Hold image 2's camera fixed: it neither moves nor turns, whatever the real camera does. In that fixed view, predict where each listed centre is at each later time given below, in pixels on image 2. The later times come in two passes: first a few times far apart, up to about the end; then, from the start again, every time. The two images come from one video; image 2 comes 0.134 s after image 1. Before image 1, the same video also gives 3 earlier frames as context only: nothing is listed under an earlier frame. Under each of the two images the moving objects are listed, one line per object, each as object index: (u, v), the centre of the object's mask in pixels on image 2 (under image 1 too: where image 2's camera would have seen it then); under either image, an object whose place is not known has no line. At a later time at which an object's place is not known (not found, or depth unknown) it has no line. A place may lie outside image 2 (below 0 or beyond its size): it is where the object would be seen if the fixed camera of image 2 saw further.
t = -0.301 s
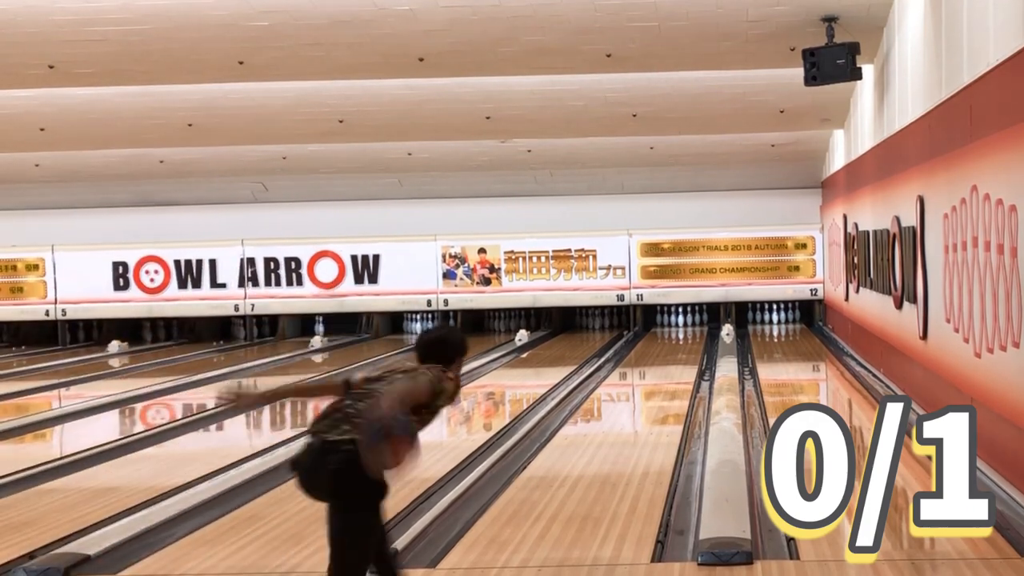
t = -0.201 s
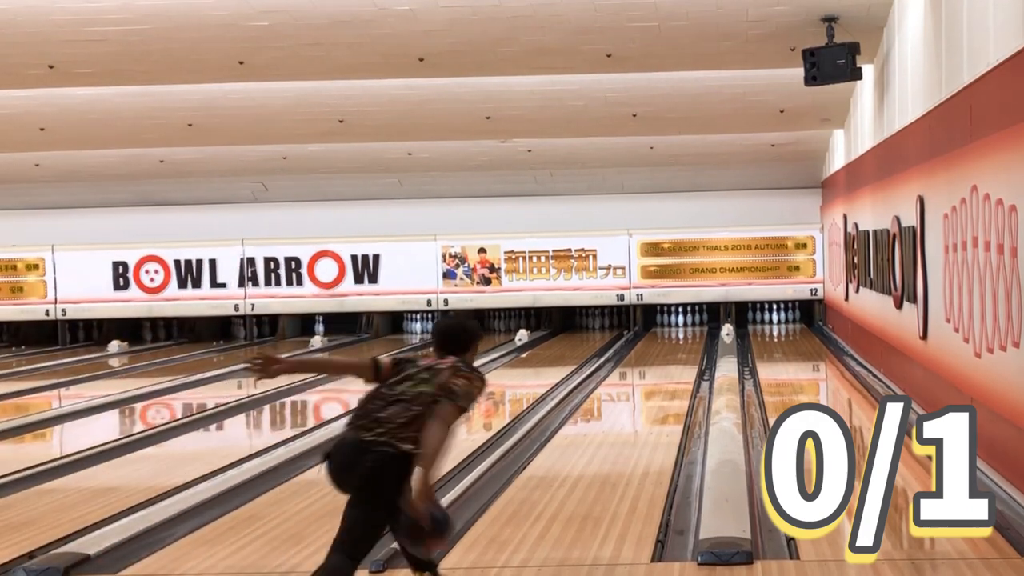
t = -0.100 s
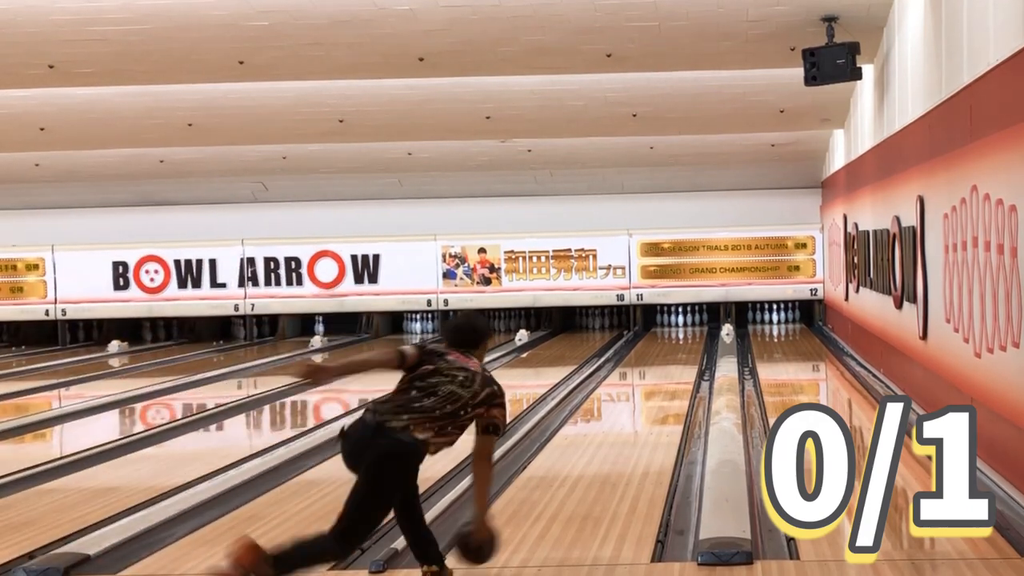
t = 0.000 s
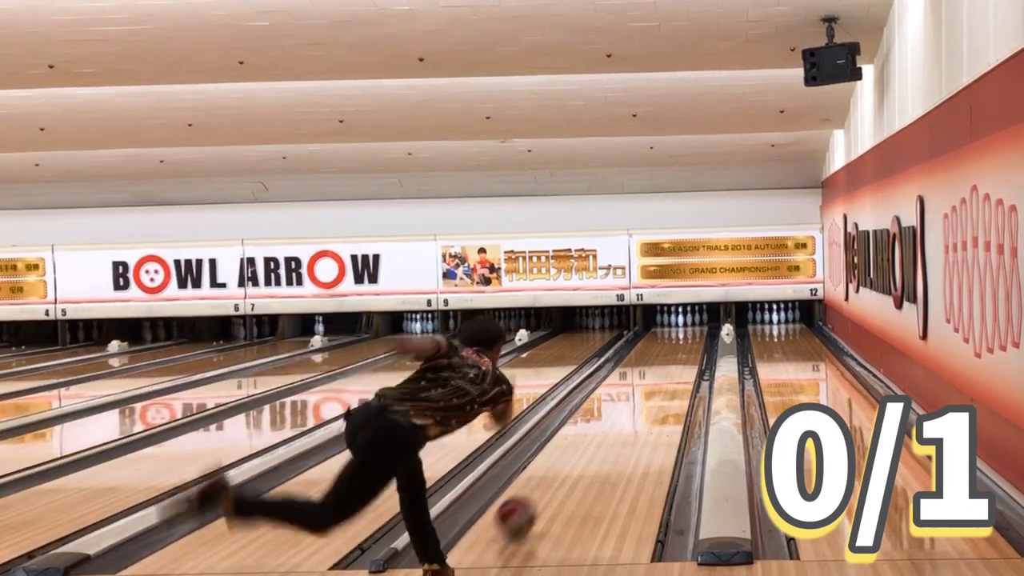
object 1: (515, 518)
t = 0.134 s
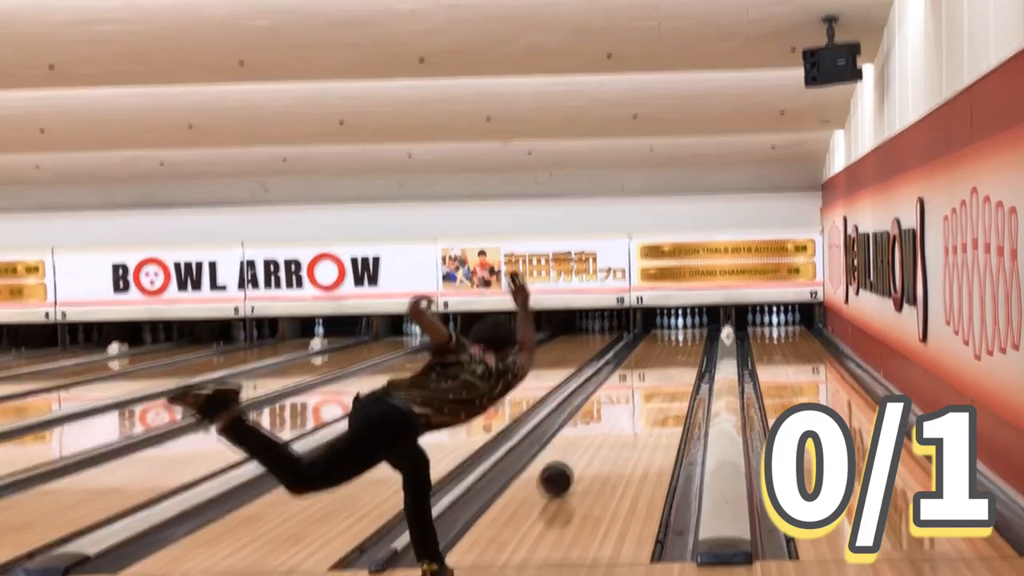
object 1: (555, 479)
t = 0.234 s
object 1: (579, 456)
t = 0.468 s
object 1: (618, 417)
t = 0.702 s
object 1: (645, 390)
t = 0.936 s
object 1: (664, 371)
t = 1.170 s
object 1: (678, 358)
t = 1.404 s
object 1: (689, 345)
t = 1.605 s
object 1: (696, 337)
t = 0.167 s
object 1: (564, 470)
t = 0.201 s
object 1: (572, 463)
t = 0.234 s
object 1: (579, 456)
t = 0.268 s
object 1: (586, 450)
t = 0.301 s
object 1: (592, 443)
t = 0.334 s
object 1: (598, 437)
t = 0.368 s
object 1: (603, 432)
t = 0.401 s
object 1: (608, 427)
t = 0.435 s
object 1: (614, 422)
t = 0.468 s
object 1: (618, 417)
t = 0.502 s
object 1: (622, 413)
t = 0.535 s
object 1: (627, 408)
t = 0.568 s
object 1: (631, 404)
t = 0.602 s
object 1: (634, 401)
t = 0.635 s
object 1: (638, 397)
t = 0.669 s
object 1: (641, 393)
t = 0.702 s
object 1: (645, 390)
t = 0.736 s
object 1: (648, 387)
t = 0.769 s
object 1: (651, 384)
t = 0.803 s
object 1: (654, 381)
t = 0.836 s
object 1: (656, 379)
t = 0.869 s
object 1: (659, 376)
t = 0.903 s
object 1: (661, 373)
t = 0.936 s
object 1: (664, 371)
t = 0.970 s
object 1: (666, 369)
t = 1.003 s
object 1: (669, 367)
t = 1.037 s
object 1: (671, 365)
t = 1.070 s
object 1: (672, 363)
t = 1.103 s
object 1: (674, 361)
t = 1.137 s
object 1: (676, 359)
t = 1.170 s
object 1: (678, 358)
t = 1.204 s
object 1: (680, 356)
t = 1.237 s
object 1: (682, 354)
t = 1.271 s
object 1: (683, 352)
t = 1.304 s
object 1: (685, 350)
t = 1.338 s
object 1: (686, 348)
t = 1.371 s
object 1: (688, 348)
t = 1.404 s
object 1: (689, 345)
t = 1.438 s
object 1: (690, 343)
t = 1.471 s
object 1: (691, 342)
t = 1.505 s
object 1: (692, 339)
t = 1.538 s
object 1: (695, 339)
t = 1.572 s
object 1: (696, 338)
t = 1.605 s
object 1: (696, 337)
